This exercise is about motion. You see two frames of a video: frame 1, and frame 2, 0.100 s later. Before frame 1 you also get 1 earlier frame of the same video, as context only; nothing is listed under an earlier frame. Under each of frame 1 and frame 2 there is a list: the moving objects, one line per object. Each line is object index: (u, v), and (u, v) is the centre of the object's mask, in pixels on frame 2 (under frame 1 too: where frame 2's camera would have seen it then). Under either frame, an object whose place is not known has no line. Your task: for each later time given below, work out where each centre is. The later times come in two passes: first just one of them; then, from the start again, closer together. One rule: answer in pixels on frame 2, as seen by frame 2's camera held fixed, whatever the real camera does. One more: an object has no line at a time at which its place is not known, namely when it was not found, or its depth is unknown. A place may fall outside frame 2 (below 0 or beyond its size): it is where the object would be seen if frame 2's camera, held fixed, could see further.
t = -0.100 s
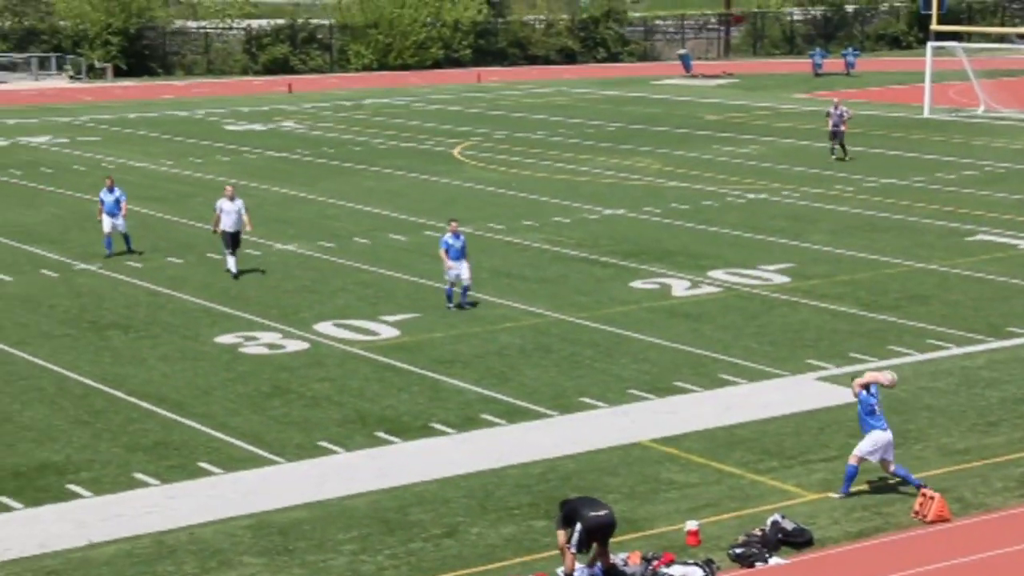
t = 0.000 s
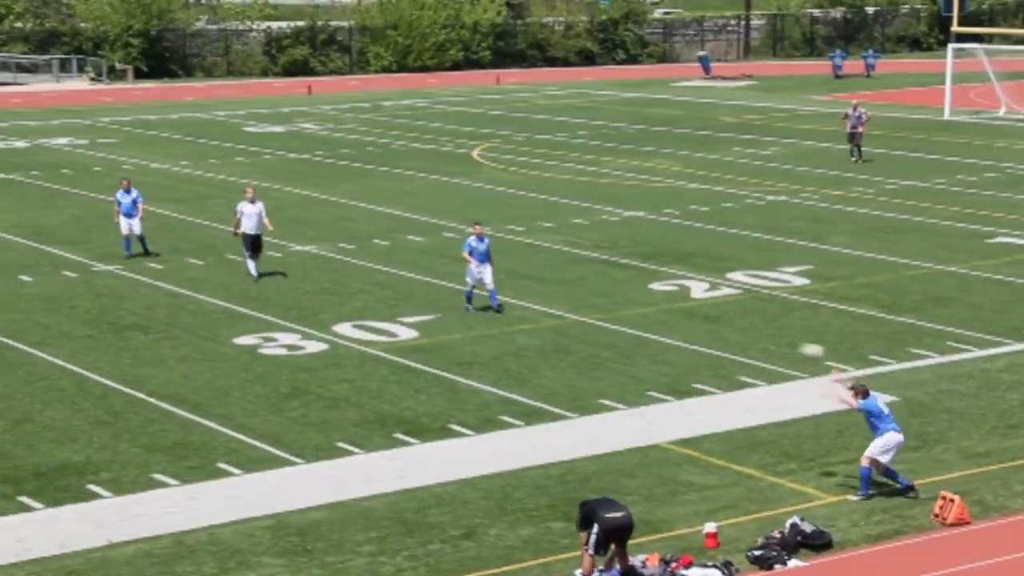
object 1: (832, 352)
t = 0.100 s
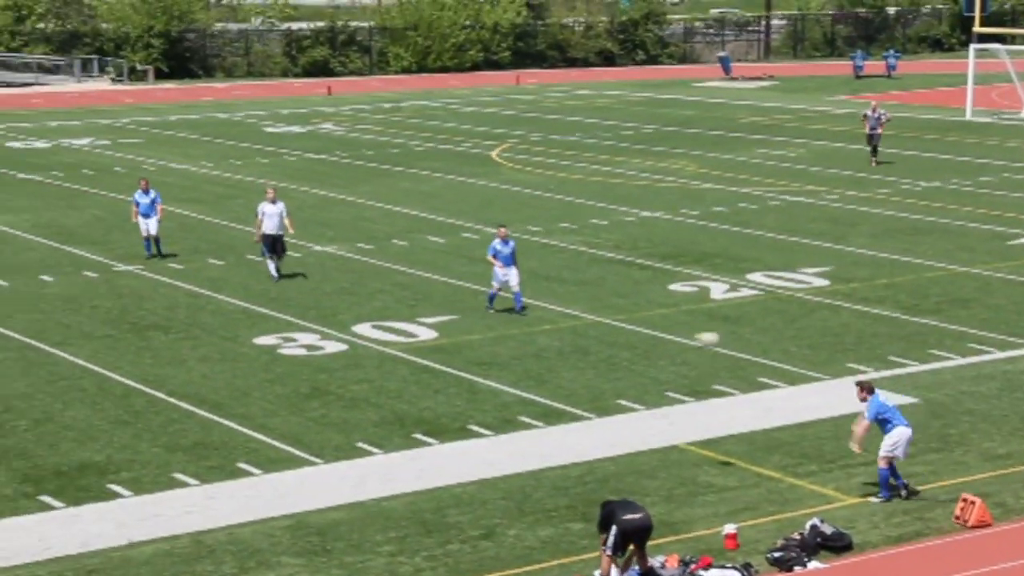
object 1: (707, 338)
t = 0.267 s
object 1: (516, 334)
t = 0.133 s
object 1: (667, 336)
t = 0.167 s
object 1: (628, 335)
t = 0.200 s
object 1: (590, 335)
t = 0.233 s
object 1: (553, 334)
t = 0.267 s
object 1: (516, 334)
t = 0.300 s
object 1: (480, 336)
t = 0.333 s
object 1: (444, 338)
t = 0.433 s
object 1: (344, 350)
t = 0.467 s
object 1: (310, 354)
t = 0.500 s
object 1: (277, 360)
